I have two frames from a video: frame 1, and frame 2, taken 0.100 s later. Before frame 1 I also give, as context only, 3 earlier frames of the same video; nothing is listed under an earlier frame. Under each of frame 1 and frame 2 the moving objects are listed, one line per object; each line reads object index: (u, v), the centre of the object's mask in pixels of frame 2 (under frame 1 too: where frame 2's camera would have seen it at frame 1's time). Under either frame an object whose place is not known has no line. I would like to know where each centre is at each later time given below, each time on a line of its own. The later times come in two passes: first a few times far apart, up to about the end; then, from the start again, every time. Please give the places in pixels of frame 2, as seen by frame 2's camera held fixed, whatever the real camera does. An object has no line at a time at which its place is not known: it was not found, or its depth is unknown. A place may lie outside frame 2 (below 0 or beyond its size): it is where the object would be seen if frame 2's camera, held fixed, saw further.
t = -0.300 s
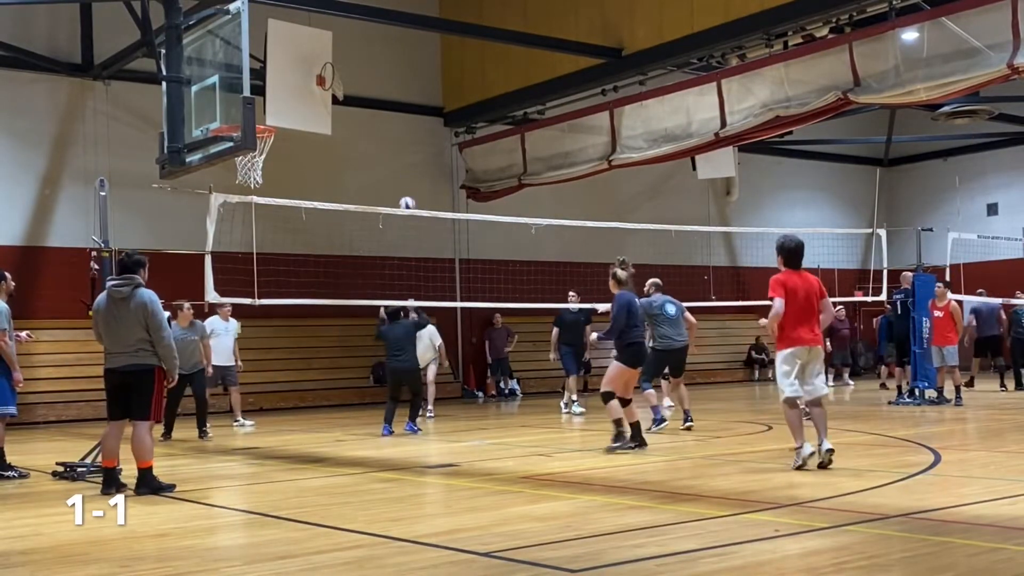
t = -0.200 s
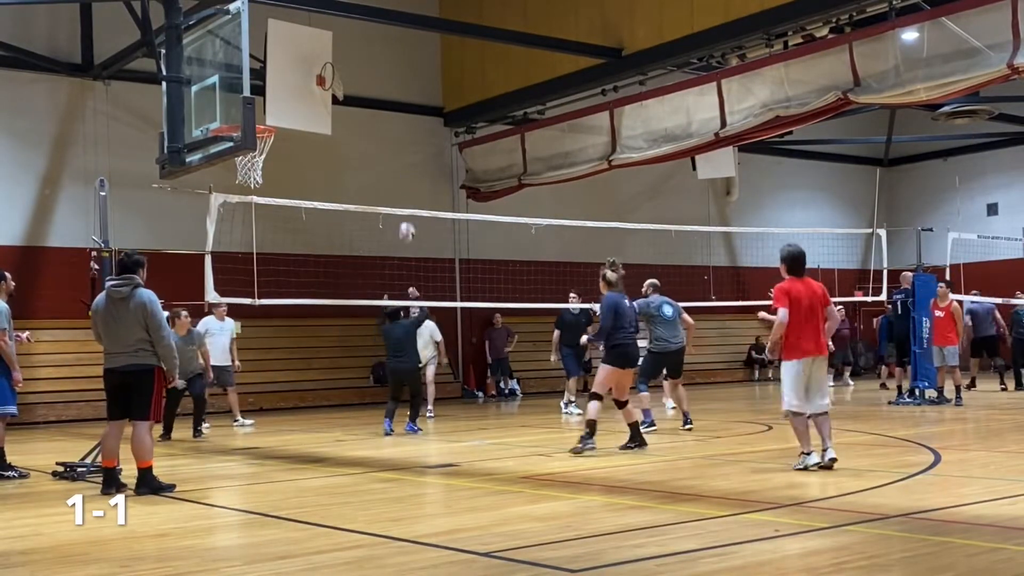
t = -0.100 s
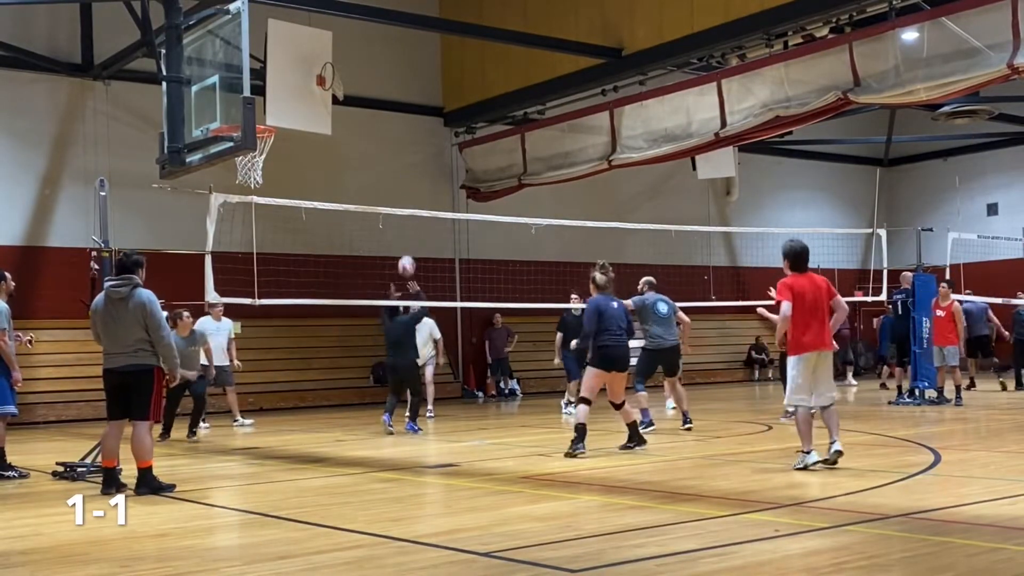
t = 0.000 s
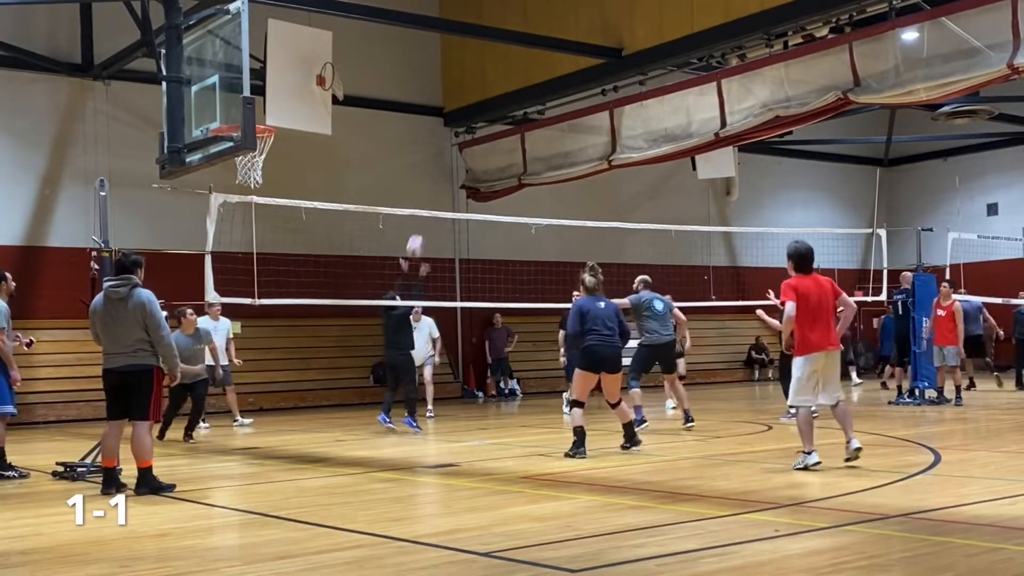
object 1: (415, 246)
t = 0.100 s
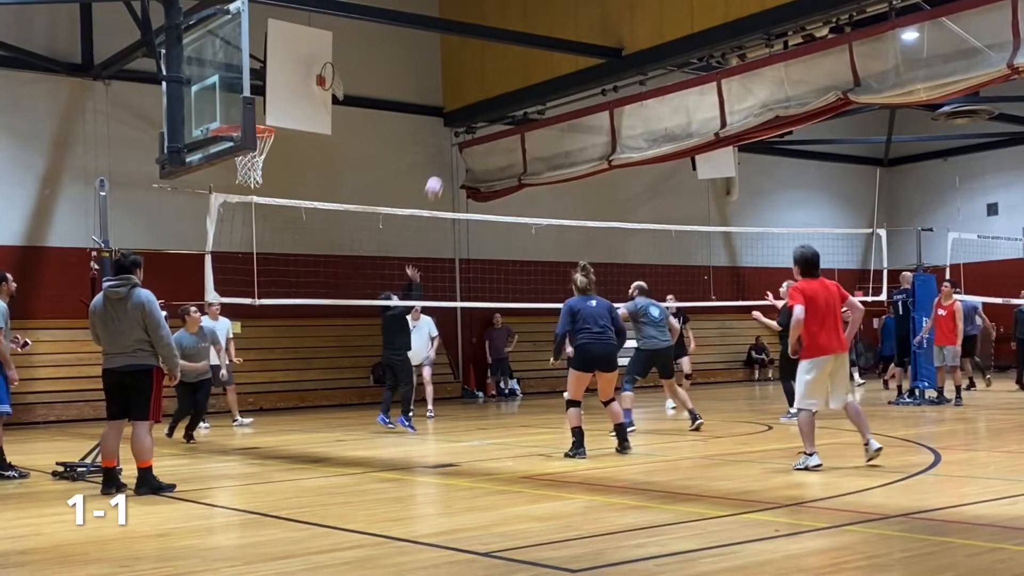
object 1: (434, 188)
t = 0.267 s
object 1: (464, 112)
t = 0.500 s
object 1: (506, 48)
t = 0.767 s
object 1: (554, 29)
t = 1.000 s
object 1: (595, 59)
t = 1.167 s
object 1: (622, 103)
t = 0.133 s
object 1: (440, 170)
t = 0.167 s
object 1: (446, 155)
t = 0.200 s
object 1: (452, 140)
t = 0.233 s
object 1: (458, 125)
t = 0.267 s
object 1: (464, 112)
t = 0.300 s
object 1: (470, 100)
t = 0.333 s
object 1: (476, 89)
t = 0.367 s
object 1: (482, 78)
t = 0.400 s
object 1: (488, 69)
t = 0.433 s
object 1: (494, 61)
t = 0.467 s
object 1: (500, 54)
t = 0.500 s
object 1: (506, 48)
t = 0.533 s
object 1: (512, 42)
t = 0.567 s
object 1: (518, 38)
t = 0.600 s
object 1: (524, 34)
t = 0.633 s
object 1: (530, 32)
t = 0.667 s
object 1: (536, 30)
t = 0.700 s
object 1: (542, 29)
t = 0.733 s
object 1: (547, 29)
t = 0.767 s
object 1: (554, 29)
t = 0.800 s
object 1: (560, 31)
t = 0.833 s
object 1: (566, 34)
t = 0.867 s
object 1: (571, 37)
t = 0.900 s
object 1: (577, 41)
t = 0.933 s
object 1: (583, 46)
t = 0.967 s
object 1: (589, 52)
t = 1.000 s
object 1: (595, 59)
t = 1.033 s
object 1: (600, 66)
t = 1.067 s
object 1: (606, 75)
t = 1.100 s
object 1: (611, 84)
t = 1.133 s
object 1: (617, 93)
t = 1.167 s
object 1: (622, 103)
